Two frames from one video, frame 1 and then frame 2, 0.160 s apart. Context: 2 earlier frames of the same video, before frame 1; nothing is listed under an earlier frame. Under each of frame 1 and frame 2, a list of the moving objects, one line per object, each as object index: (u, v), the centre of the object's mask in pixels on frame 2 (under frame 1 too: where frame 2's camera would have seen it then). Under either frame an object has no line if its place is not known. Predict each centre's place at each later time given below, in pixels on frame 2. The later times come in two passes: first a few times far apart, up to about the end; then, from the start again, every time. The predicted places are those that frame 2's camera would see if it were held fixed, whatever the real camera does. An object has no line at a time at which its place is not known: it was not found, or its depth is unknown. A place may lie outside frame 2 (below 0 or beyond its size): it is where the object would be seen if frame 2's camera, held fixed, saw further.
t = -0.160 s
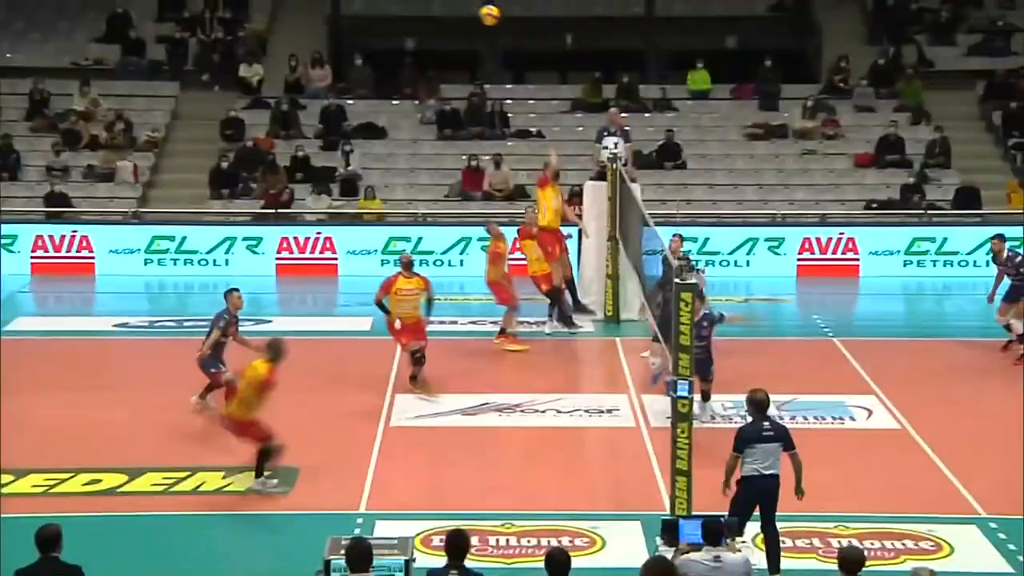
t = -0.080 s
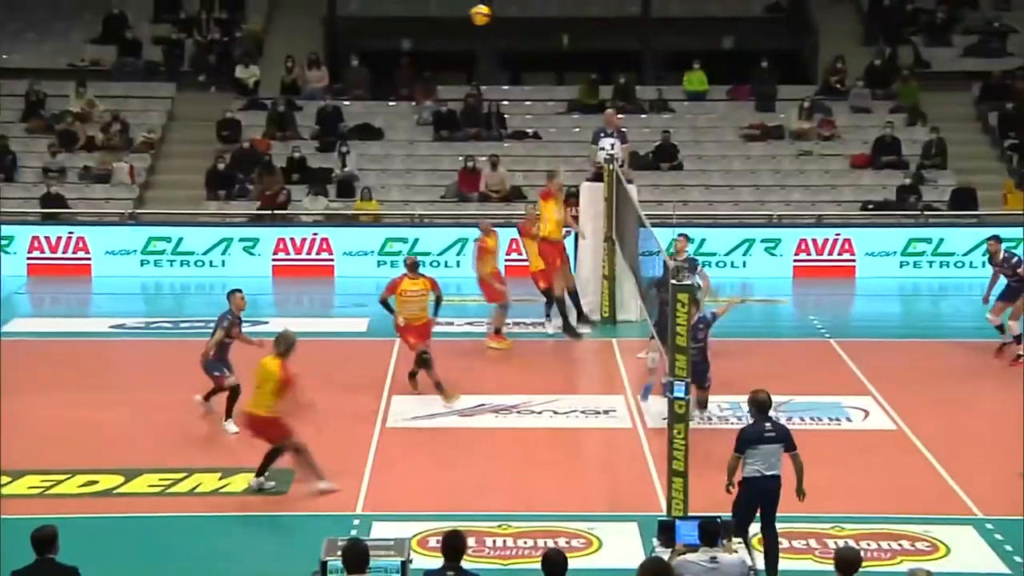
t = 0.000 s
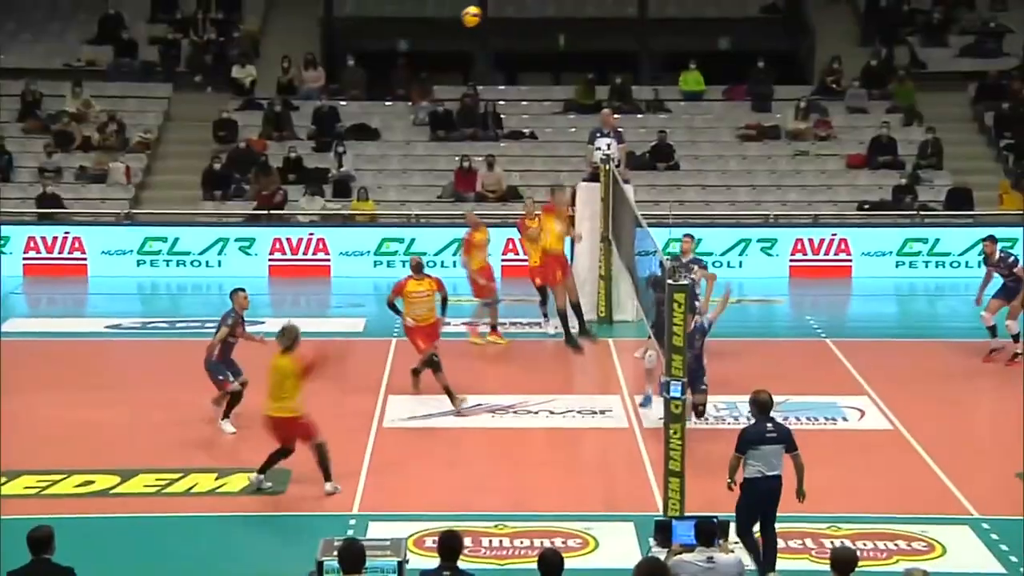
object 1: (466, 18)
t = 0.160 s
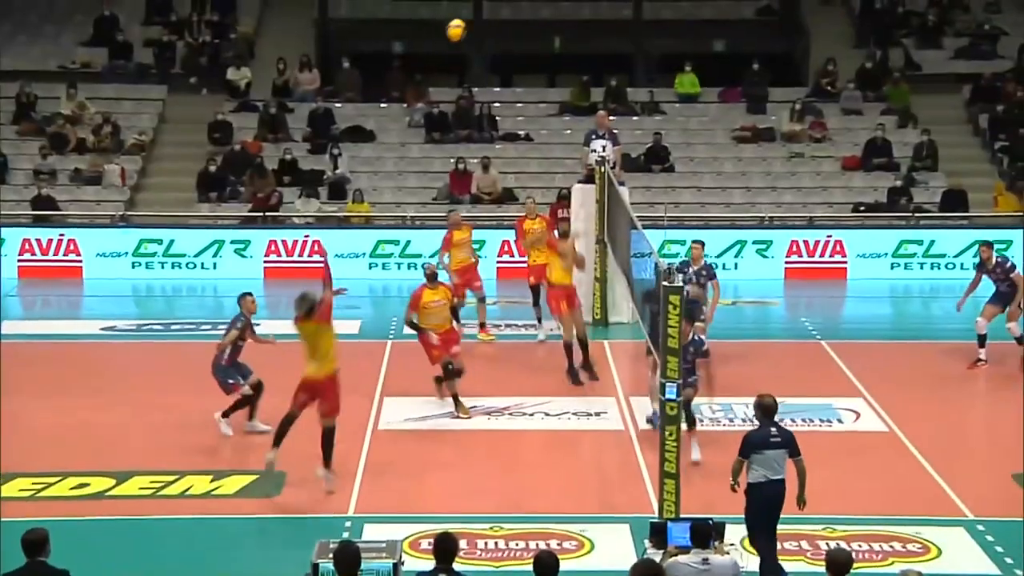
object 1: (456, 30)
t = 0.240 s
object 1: (451, 39)
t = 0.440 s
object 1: (438, 76)
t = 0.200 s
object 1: (453, 35)
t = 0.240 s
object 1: (451, 39)
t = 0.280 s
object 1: (448, 46)
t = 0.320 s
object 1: (445, 53)
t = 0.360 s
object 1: (442, 62)
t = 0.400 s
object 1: (439, 70)
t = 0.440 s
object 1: (438, 76)
